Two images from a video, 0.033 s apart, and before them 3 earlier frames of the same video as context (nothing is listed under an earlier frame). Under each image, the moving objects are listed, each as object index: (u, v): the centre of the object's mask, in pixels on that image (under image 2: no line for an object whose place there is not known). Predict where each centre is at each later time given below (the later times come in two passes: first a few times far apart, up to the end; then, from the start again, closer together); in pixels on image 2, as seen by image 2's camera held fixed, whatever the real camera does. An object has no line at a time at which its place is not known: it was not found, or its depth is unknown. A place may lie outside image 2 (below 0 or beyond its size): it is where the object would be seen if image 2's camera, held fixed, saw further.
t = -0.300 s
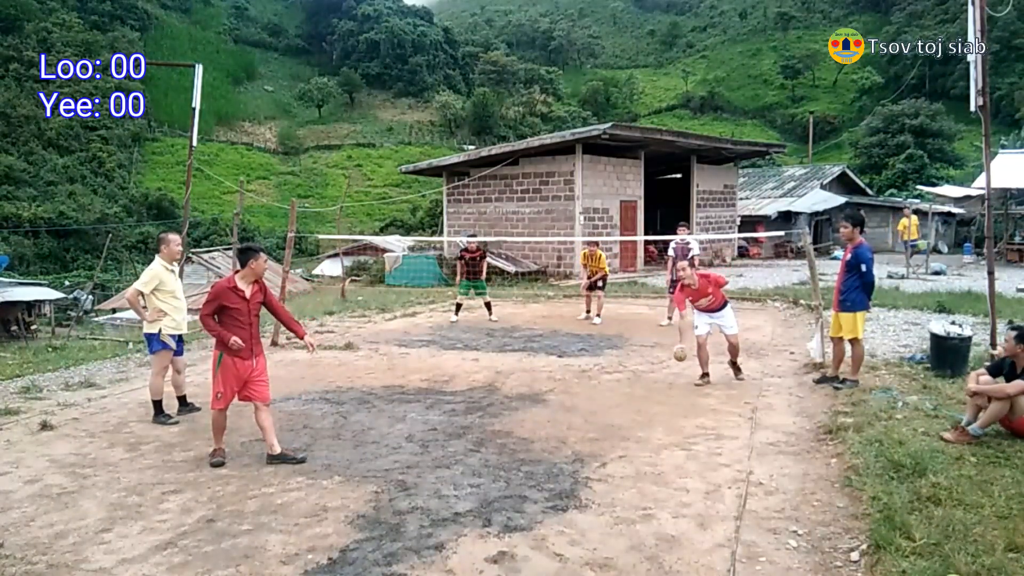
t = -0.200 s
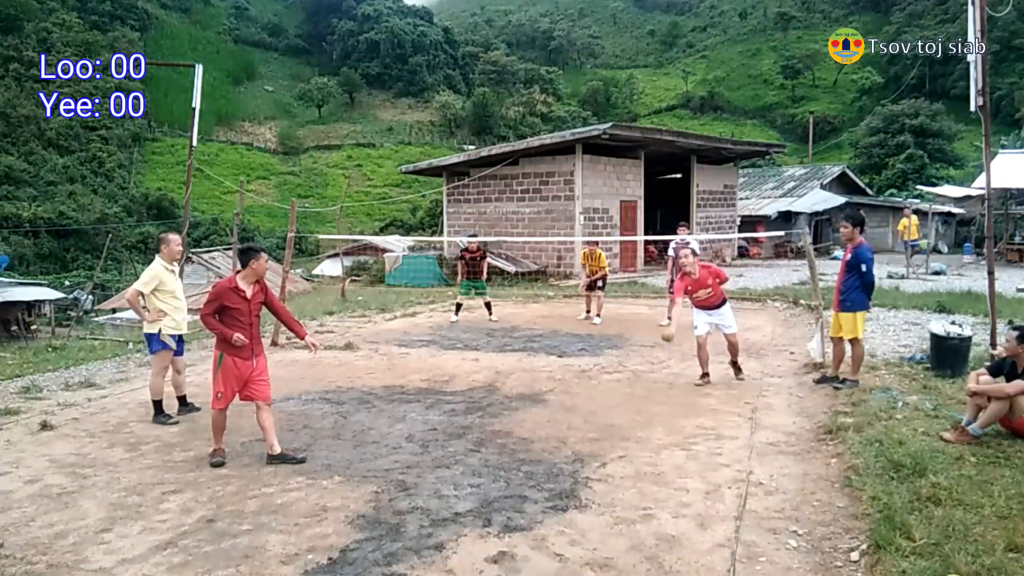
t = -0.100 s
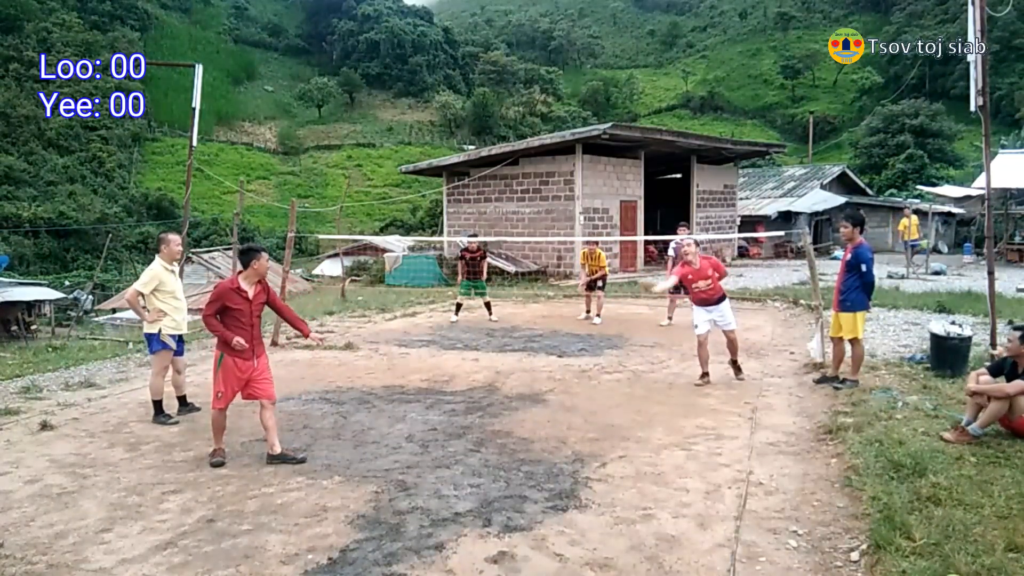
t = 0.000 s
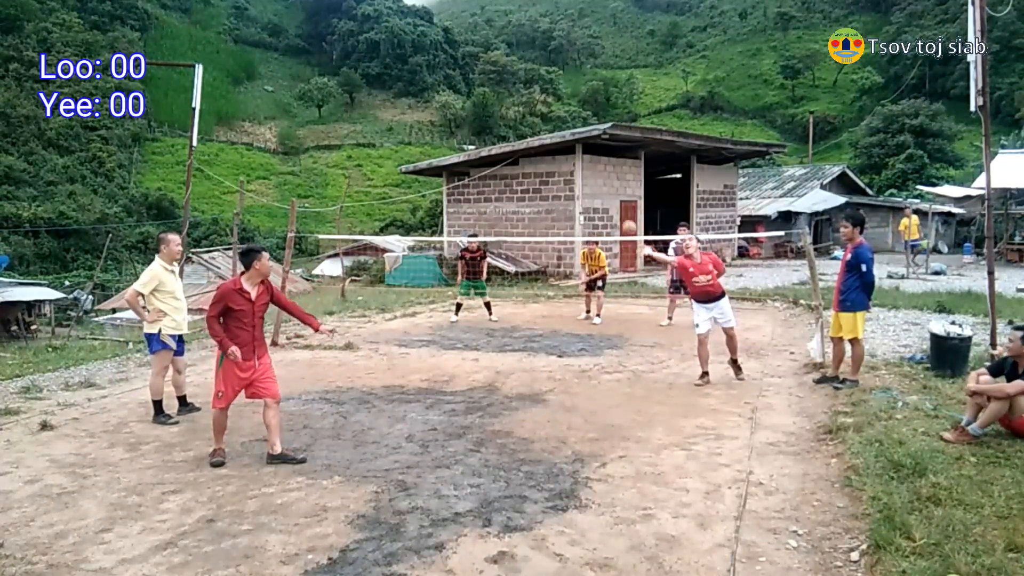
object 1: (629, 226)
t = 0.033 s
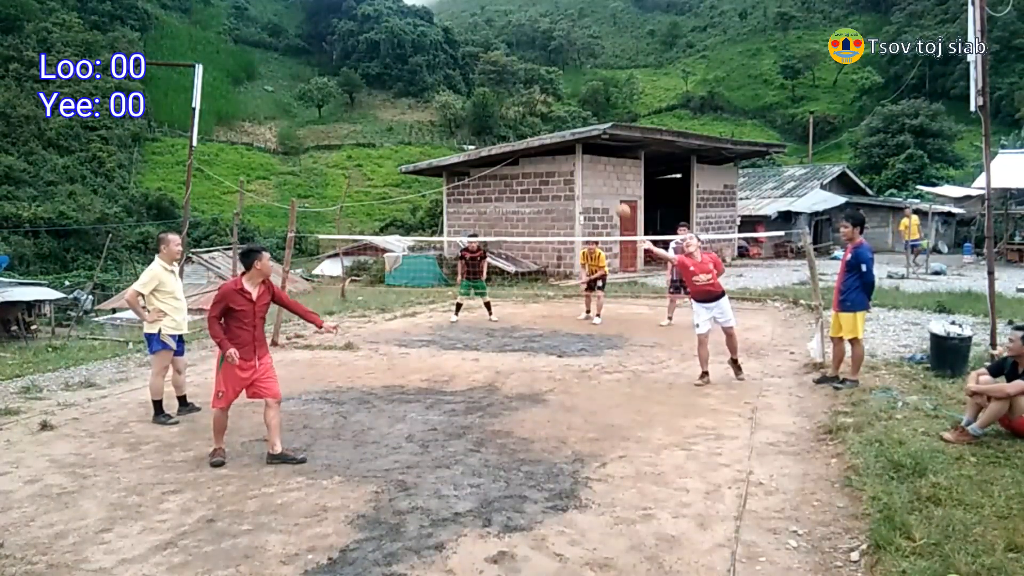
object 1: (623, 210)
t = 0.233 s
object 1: (580, 128)
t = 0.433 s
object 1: (534, 85)
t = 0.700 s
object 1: (463, 101)
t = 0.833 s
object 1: (425, 147)
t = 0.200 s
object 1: (588, 140)
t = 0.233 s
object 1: (580, 128)
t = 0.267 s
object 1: (573, 119)
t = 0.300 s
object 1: (566, 110)
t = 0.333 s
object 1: (558, 102)
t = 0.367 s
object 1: (549, 95)
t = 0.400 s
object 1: (542, 90)
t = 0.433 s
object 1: (534, 85)
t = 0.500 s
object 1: (517, 81)
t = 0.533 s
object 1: (509, 81)
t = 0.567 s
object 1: (500, 81)
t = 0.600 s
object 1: (491, 84)
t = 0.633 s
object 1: (482, 89)
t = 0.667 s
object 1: (473, 94)
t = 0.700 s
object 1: (463, 101)
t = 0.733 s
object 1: (454, 110)
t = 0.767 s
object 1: (444, 122)
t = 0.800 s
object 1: (435, 133)
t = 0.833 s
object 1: (425, 147)
